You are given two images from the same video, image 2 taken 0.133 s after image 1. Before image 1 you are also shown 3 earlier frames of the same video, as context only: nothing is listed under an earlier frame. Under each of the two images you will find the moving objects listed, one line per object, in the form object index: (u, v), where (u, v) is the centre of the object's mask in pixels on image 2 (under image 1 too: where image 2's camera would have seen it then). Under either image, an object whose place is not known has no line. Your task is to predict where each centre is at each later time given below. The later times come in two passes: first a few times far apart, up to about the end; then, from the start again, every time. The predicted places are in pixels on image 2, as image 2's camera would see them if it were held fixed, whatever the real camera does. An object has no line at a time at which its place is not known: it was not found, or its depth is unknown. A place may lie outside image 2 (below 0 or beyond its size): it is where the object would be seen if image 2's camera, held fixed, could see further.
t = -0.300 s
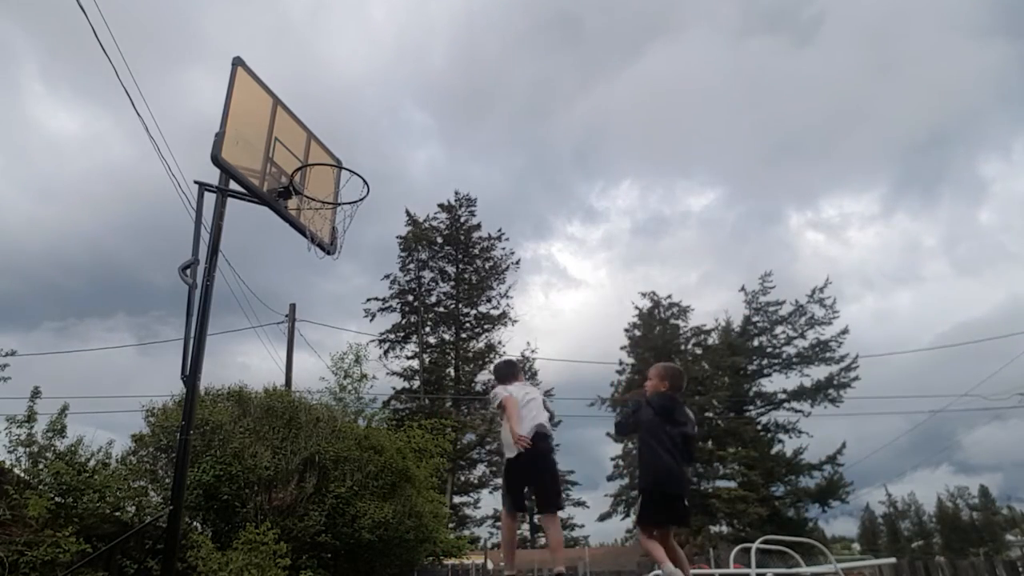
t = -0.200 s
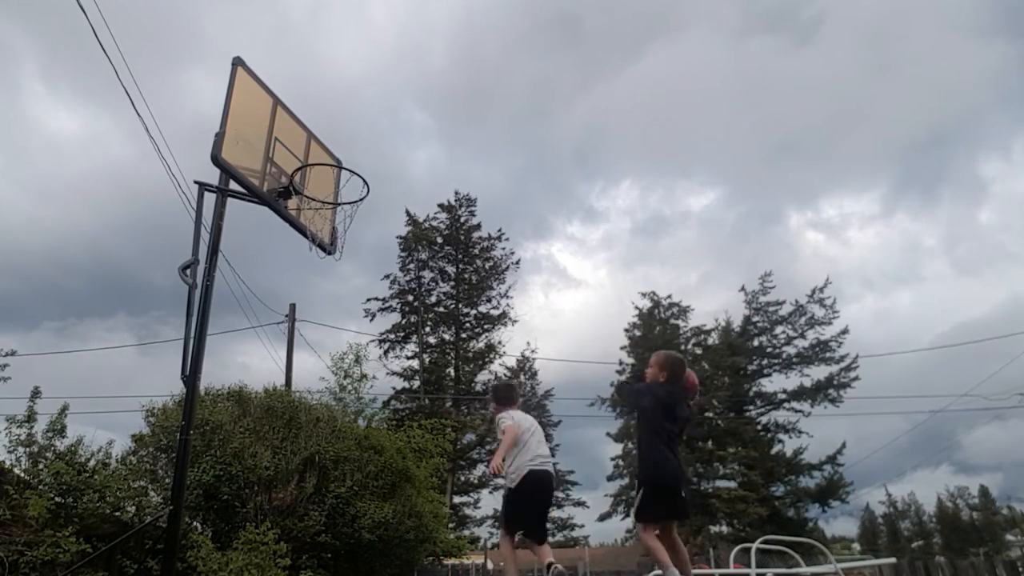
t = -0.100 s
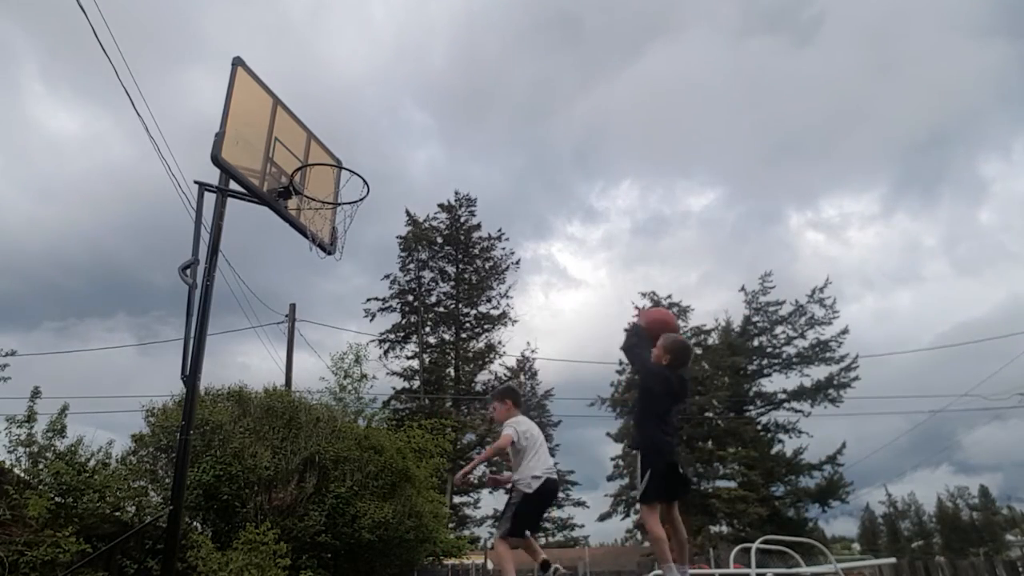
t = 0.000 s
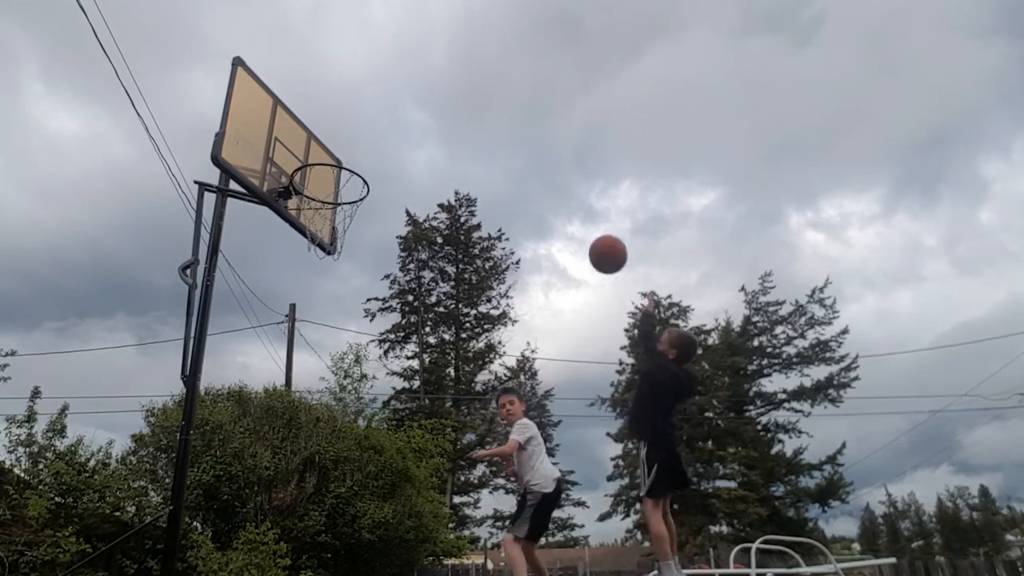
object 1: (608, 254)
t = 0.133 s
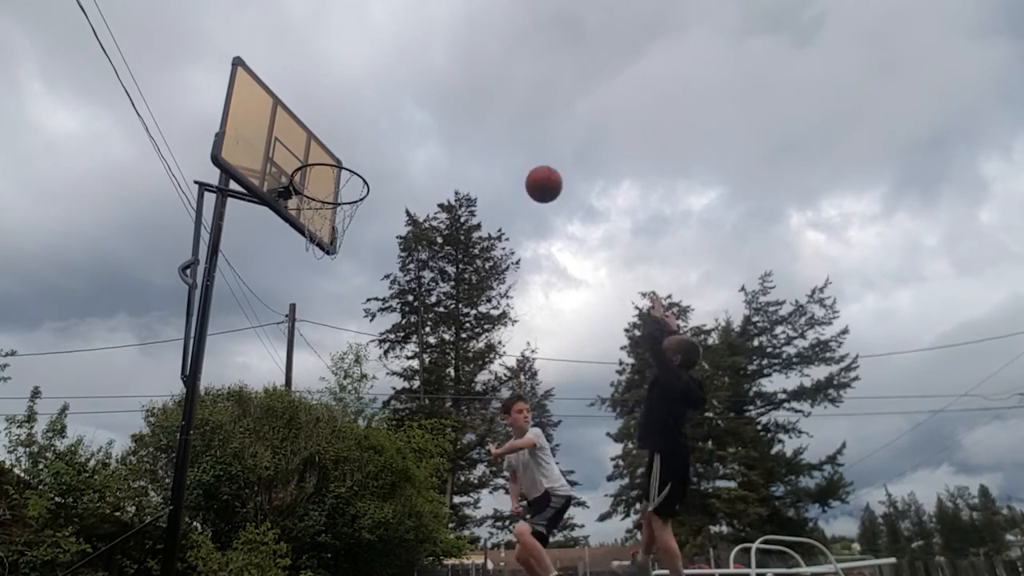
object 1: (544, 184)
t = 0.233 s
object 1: (499, 150)
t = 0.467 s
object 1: (401, 122)
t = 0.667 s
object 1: (314, 154)
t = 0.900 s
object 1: (323, 135)
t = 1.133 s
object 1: (346, 164)
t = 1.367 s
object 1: (336, 185)
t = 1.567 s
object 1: (319, 218)
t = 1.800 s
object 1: (301, 311)
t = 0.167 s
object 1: (529, 171)
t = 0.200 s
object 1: (514, 160)
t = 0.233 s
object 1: (499, 150)
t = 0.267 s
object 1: (485, 142)
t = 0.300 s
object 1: (470, 135)
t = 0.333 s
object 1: (456, 129)
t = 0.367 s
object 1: (442, 126)
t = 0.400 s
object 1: (428, 123)
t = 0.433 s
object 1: (415, 122)
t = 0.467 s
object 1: (401, 122)
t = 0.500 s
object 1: (387, 124)
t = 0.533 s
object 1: (373, 127)
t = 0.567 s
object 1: (358, 132)
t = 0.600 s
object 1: (344, 138)
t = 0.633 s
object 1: (329, 145)
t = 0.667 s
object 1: (314, 154)
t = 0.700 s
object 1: (300, 165)
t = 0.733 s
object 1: (303, 158)
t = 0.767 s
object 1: (307, 151)
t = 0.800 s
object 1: (311, 145)
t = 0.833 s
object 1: (316, 140)
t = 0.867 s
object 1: (319, 137)
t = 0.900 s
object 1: (323, 135)
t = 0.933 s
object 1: (327, 135)
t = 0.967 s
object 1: (330, 137)
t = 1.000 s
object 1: (333, 139)
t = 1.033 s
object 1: (337, 144)
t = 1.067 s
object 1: (340, 148)
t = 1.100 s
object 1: (343, 155)
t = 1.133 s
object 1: (346, 164)
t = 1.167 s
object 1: (349, 174)
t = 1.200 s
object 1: (351, 184)
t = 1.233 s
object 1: (349, 184)
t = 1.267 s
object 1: (346, 182)
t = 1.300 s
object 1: (343, 181)
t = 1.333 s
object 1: (340, 182)
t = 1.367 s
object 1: (336, 185)
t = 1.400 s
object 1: (333, 189)
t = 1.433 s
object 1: (329, 194)
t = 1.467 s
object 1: (326, 200)
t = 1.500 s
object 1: (323, 207)
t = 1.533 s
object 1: (321, 212)
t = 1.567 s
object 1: (319, 218)
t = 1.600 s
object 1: (316, 227)
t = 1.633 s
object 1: (315, 236)
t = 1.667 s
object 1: (312, 247)
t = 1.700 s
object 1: (310, 260)
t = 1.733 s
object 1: (307, 276)
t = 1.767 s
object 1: (304, 292)
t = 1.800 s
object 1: (301, 311)
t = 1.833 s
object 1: (298, 332)
